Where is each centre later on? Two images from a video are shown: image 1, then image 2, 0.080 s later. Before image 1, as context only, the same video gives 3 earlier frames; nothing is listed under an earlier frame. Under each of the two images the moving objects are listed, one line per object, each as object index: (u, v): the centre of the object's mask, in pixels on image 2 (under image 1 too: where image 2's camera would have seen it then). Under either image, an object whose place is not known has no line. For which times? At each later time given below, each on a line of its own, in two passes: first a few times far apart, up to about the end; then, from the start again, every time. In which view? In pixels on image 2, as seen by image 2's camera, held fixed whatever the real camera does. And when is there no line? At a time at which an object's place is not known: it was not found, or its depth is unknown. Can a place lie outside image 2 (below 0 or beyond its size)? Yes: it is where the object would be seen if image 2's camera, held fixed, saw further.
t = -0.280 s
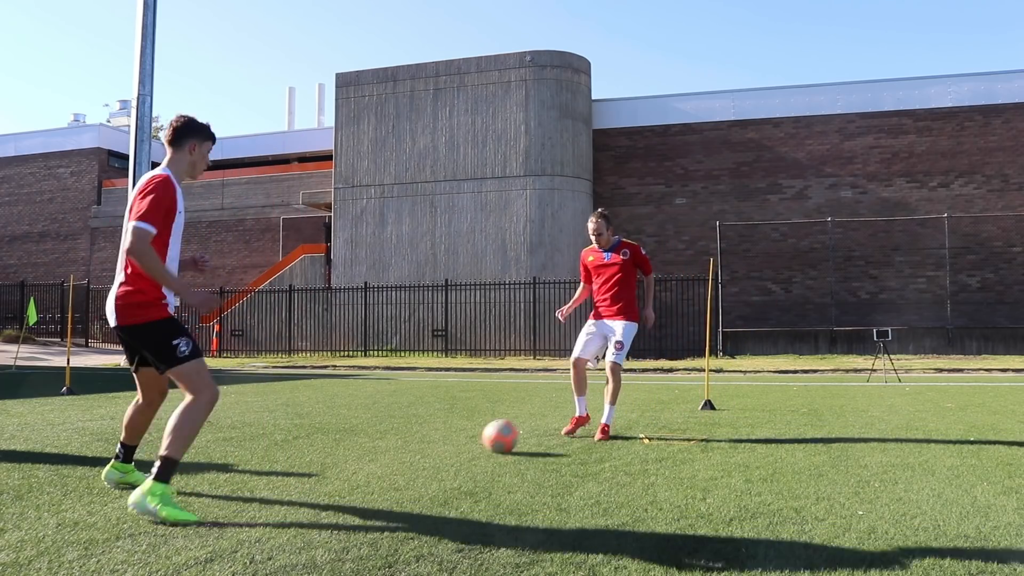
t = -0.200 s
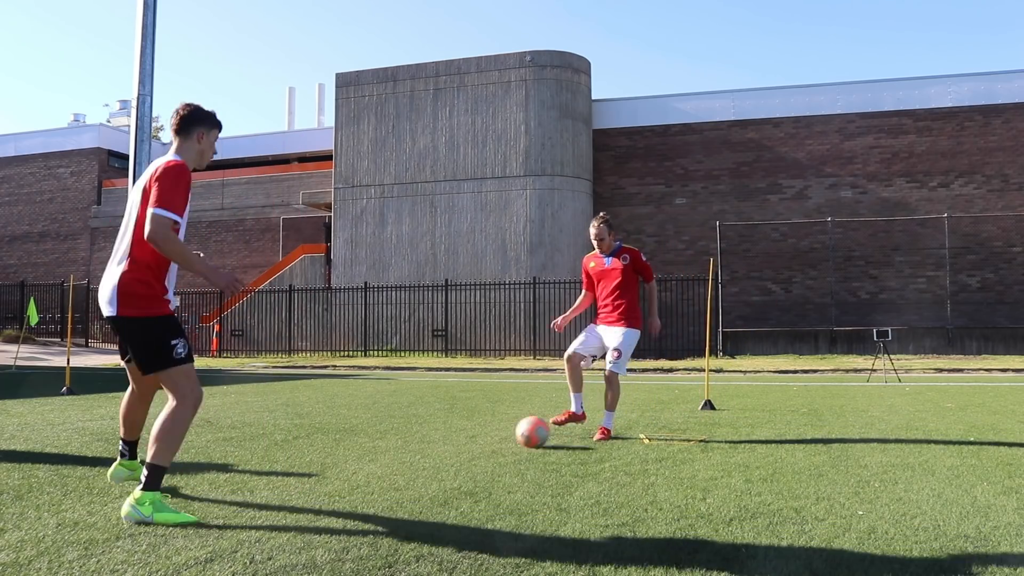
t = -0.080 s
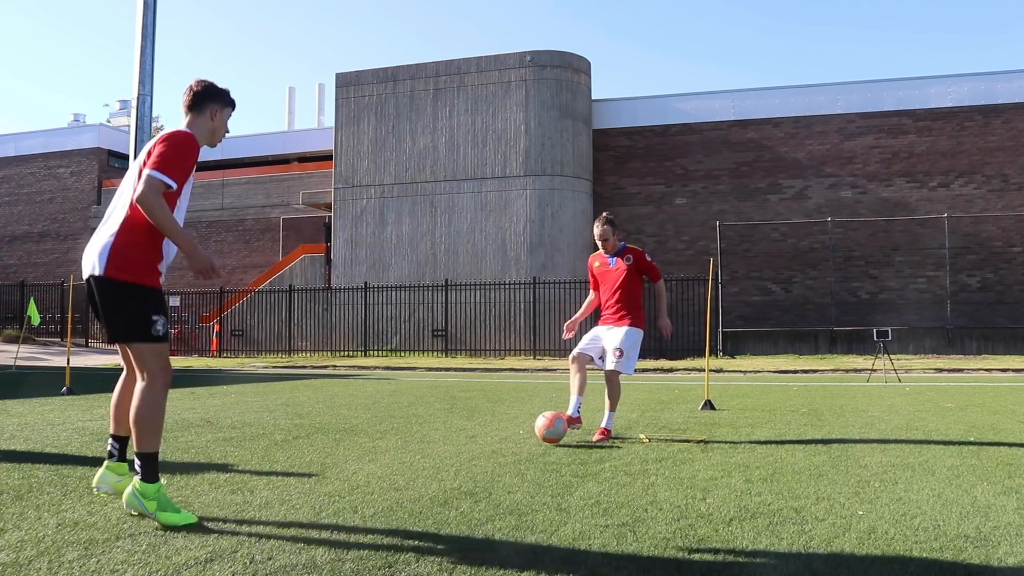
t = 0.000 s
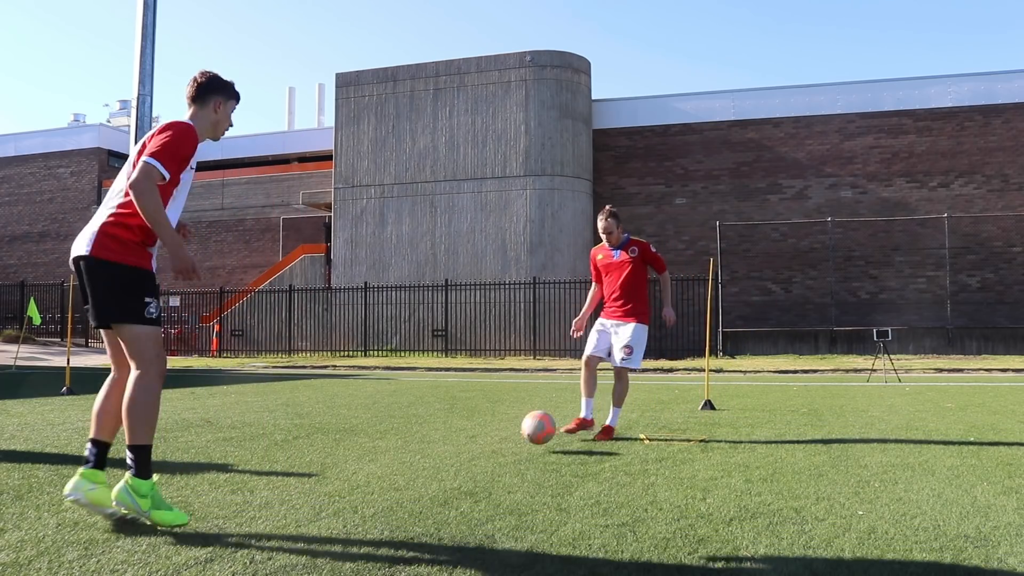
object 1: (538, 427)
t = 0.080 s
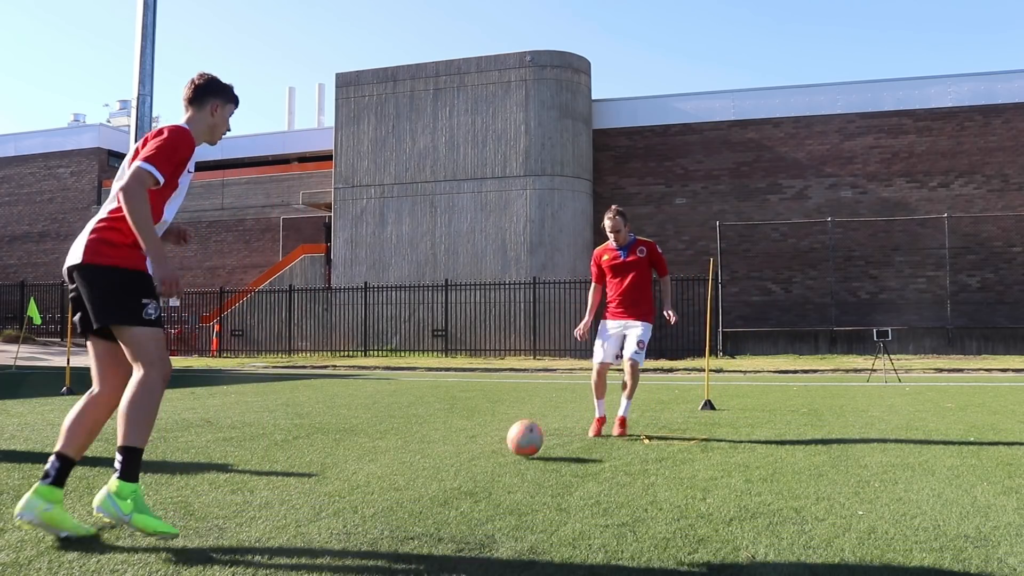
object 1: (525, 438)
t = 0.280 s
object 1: (493, 455)
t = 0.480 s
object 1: (454, 469)
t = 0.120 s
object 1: (518, 443)
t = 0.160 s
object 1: (512, 442)
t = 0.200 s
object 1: (506, 443)
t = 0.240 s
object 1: (500, 448)
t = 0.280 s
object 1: (493, 455)
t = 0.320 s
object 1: (486, 455)
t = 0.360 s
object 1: (479, 458)
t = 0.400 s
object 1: (471, 464)
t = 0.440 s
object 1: (463, 466)
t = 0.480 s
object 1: (454, 469)
